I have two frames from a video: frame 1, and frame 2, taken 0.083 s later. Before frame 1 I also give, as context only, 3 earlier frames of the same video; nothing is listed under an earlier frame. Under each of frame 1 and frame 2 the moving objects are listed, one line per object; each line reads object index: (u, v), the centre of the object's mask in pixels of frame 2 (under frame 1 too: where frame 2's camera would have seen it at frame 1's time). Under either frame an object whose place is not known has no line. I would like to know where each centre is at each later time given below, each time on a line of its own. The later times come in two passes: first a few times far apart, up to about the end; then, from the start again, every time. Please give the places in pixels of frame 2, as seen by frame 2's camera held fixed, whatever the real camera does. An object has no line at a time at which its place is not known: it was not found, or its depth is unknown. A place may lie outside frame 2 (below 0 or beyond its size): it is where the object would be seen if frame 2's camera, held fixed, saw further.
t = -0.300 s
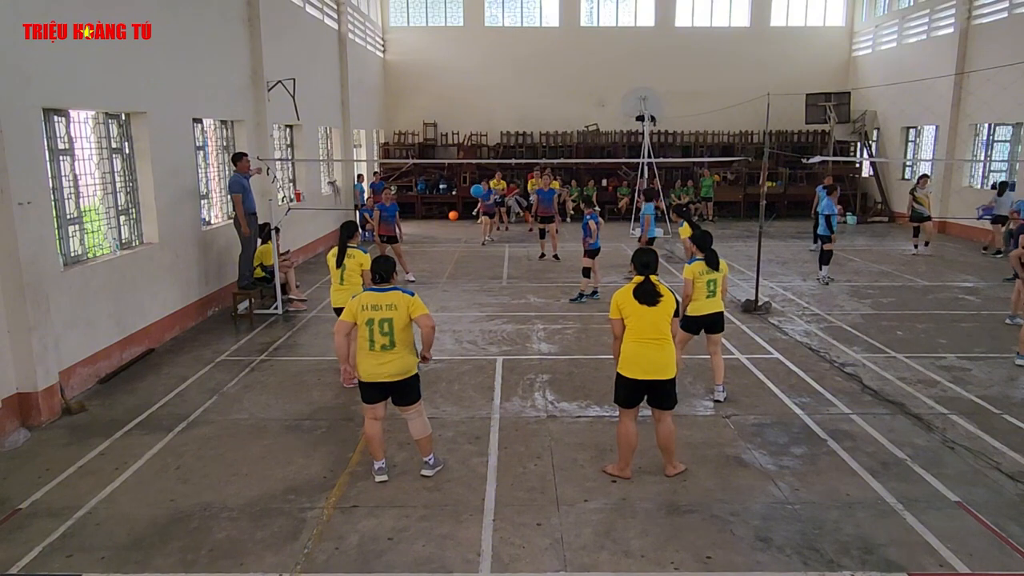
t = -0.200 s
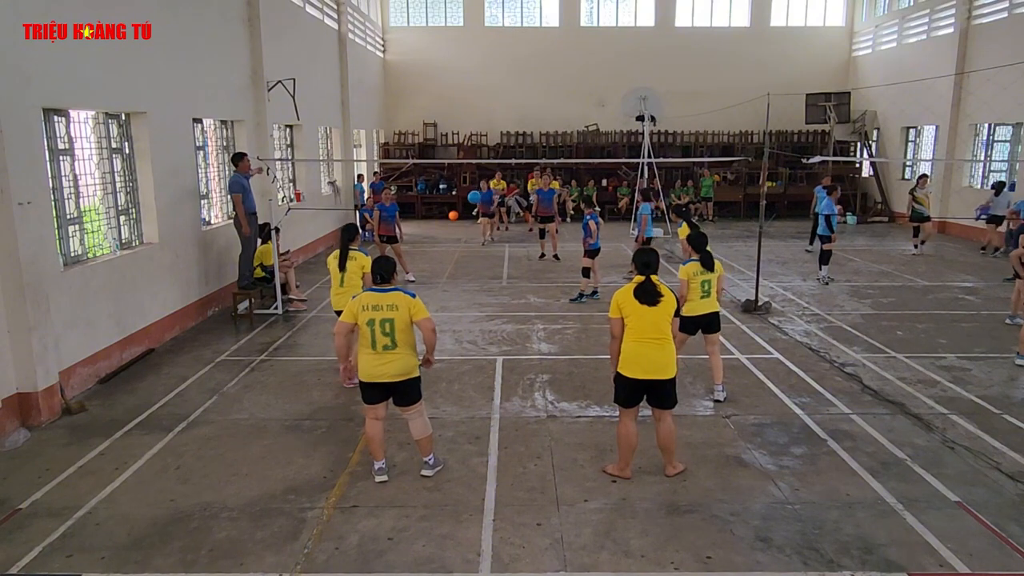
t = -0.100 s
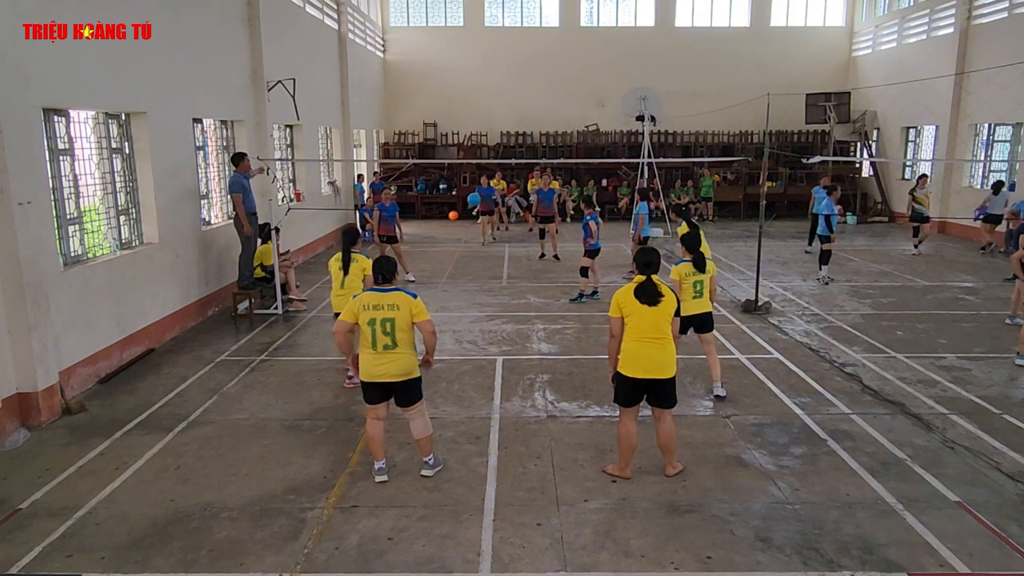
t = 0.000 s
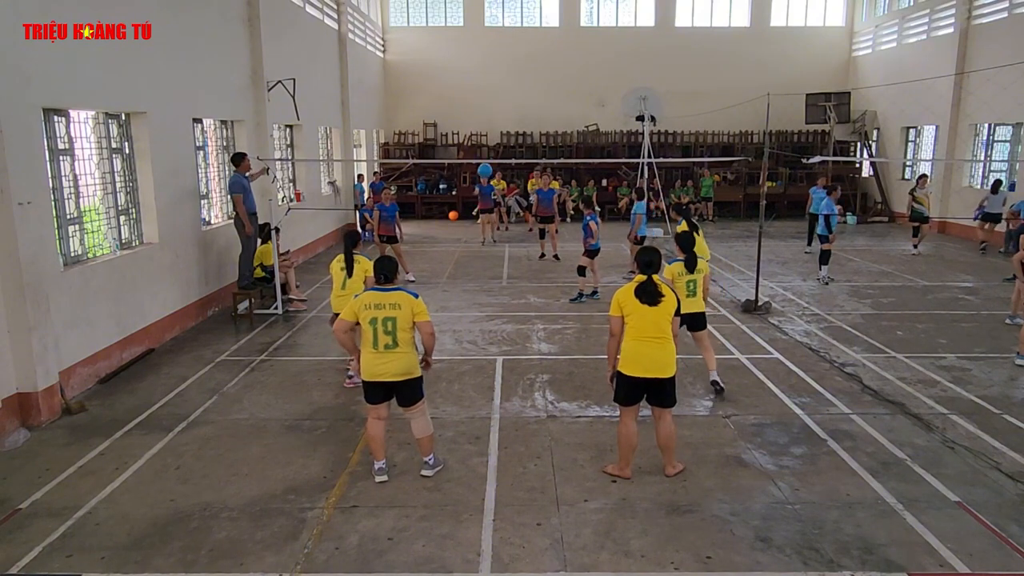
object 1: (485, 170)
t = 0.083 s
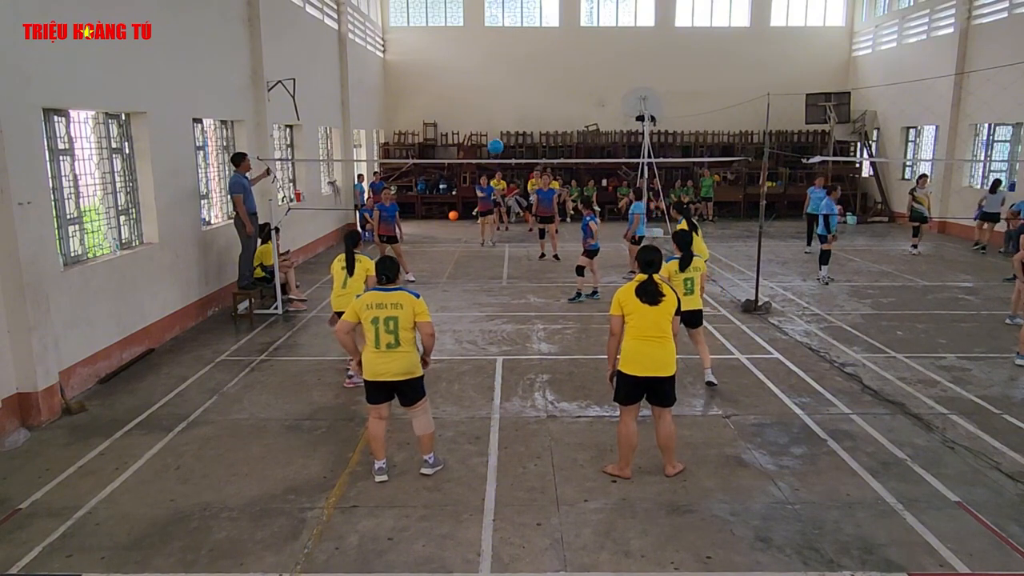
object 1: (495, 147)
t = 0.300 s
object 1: (523, 92)
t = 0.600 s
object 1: (564, 56)
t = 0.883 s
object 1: (611, 90)
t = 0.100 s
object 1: (498, 142)
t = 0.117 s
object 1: (500, 137)
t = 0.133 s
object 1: (502, 132)
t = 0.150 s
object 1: (504, 128)
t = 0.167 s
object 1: (507, 124)
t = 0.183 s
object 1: (509, 119)
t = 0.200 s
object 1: (511, 115)
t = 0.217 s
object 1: (513, 111)
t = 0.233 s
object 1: (515, 107)
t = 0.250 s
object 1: (517, 103)
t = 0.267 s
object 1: (519, 99)
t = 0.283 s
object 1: (521, 96)
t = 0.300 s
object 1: (523, 92)
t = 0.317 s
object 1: (525, 89)
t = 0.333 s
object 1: (527, 86)
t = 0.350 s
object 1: (529, 83)
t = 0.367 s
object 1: (531, 80)
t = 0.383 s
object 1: (534, 77)
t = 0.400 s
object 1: (536, 74)
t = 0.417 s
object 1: (538, 71)
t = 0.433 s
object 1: (540, 69)
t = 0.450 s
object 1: (542, 67)
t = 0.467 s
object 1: (545, 65)
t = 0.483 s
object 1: (547, 63)
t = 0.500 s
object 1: (549, 61)
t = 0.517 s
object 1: (552, 60)
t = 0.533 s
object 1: (554, 59)
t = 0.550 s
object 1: (557, 58)
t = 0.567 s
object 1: (559, 57)
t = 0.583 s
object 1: (561, 56)
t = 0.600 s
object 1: (564, 56)
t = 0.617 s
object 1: (566, 56)
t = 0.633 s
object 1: (569, 56)
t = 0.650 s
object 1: (571, 56)
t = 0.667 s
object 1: (574, 57)
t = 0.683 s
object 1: (577, 58)
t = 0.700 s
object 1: (579, 59)
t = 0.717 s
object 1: (582, 60)
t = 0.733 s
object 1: (585, 62)
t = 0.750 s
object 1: (588, 64)
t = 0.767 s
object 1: (590, 66)
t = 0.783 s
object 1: (593, 68)
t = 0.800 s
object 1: (596, 71)
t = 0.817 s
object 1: (599, 74)
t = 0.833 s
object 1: (602, 77)
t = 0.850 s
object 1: (605, 81)
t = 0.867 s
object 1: (608, 85)
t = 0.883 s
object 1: (611, 90)
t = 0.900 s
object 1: (614, 94)
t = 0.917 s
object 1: (618, 100)
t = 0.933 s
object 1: (621, 105)
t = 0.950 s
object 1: (624, 111)
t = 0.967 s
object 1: (628, 117)
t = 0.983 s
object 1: (631, 124)
